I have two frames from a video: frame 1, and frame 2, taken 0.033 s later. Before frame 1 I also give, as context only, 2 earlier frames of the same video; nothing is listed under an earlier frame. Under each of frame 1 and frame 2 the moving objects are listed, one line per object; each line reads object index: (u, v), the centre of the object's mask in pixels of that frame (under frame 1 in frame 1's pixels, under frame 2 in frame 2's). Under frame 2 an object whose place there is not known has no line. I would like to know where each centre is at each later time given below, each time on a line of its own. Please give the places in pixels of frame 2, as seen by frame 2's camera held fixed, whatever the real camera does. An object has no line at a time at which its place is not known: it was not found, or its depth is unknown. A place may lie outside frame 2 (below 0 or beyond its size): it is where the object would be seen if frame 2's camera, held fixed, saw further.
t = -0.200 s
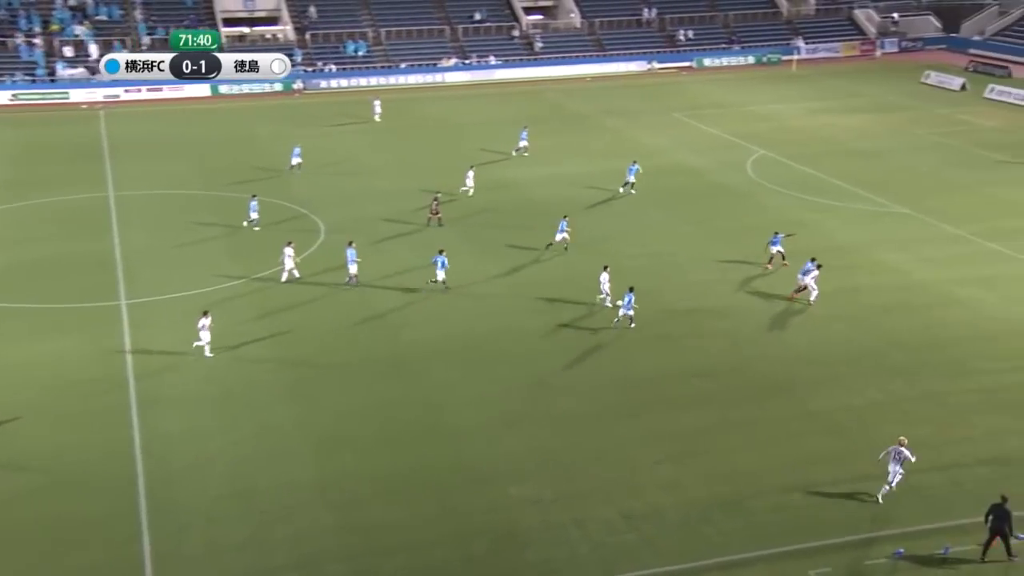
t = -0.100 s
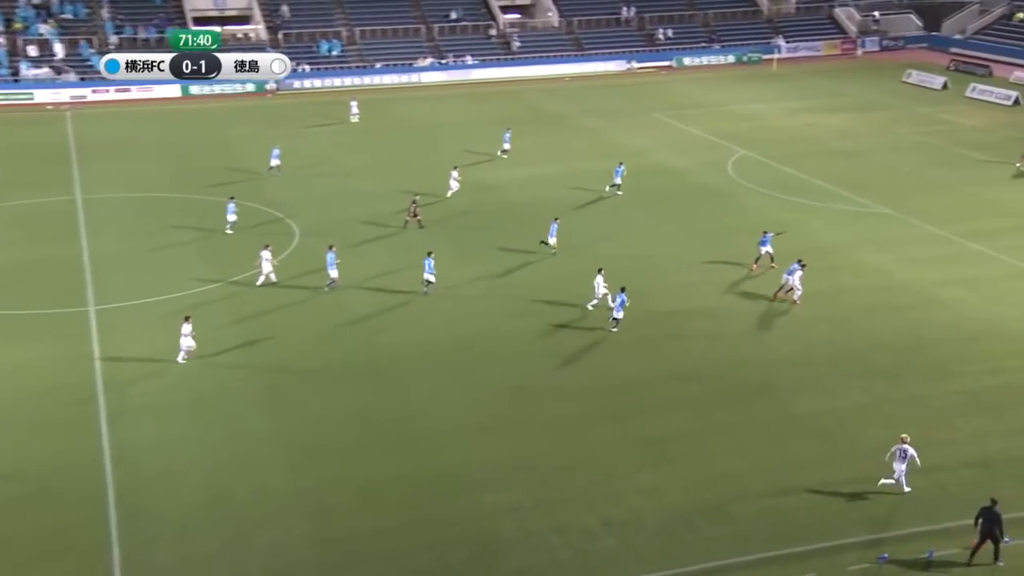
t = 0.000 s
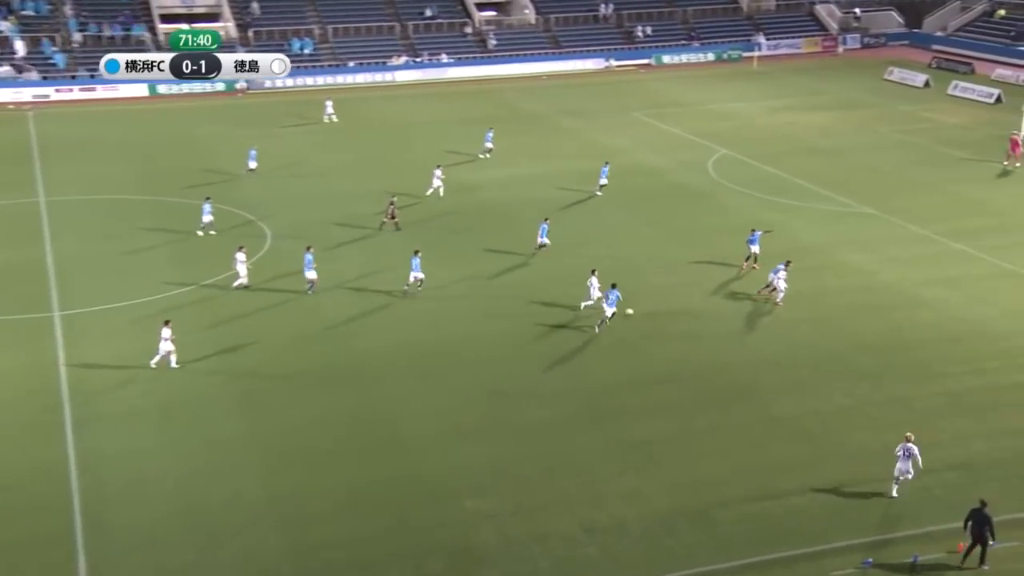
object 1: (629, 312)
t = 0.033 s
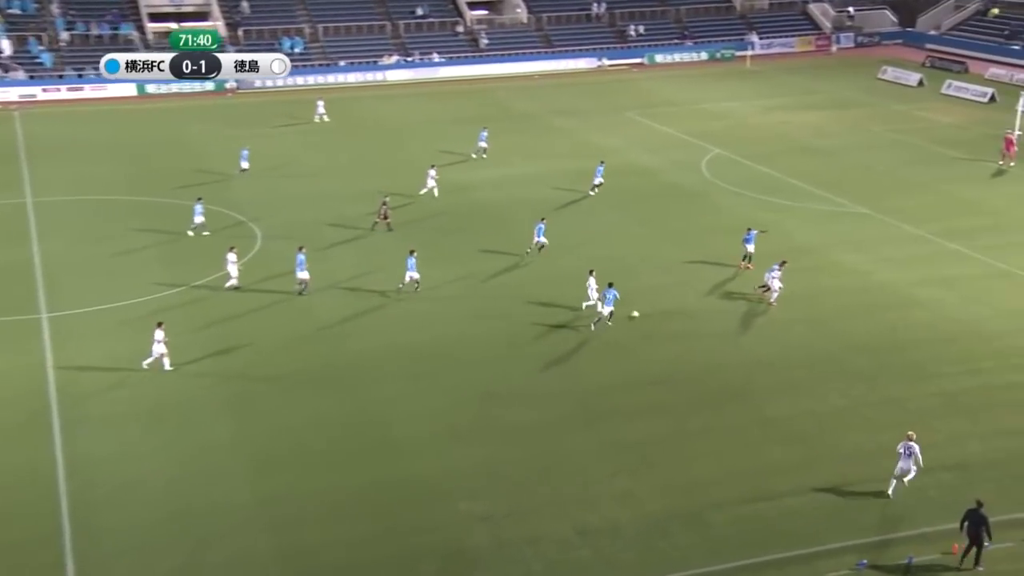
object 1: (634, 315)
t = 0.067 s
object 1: (647, 317)
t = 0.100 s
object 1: (658, 318)
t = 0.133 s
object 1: (670, 320)
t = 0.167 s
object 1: (681, 321)
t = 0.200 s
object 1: (693, 324)
